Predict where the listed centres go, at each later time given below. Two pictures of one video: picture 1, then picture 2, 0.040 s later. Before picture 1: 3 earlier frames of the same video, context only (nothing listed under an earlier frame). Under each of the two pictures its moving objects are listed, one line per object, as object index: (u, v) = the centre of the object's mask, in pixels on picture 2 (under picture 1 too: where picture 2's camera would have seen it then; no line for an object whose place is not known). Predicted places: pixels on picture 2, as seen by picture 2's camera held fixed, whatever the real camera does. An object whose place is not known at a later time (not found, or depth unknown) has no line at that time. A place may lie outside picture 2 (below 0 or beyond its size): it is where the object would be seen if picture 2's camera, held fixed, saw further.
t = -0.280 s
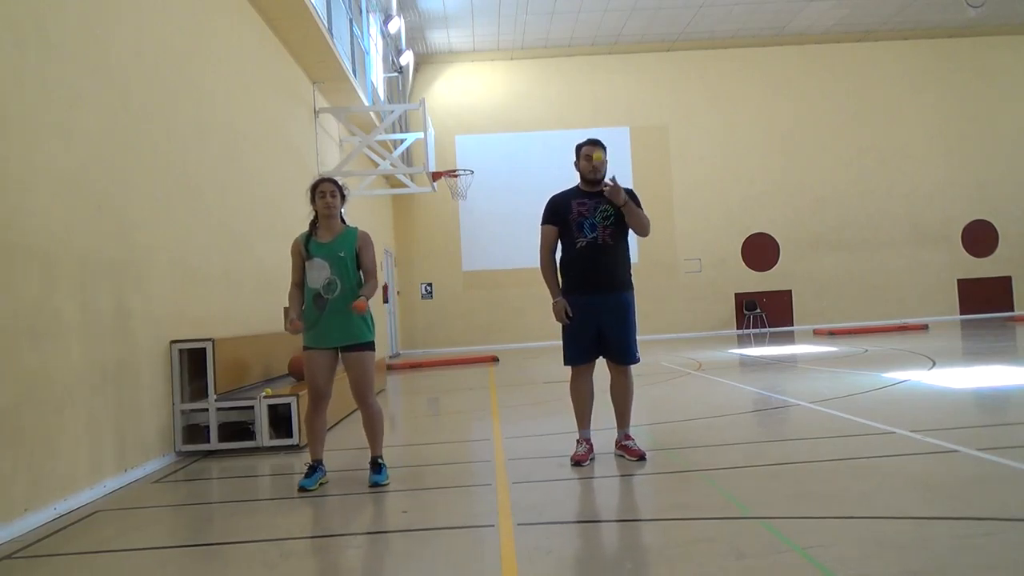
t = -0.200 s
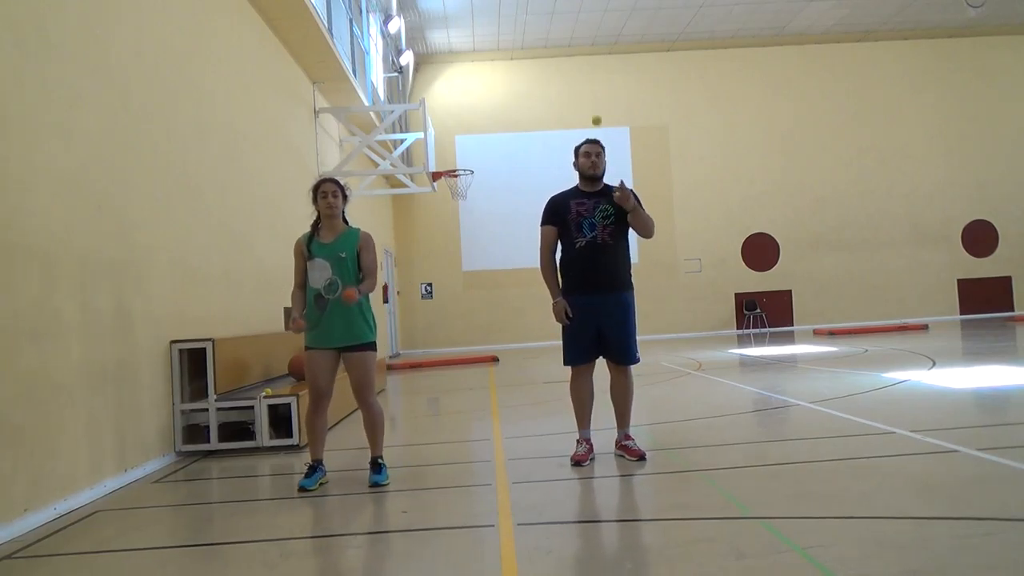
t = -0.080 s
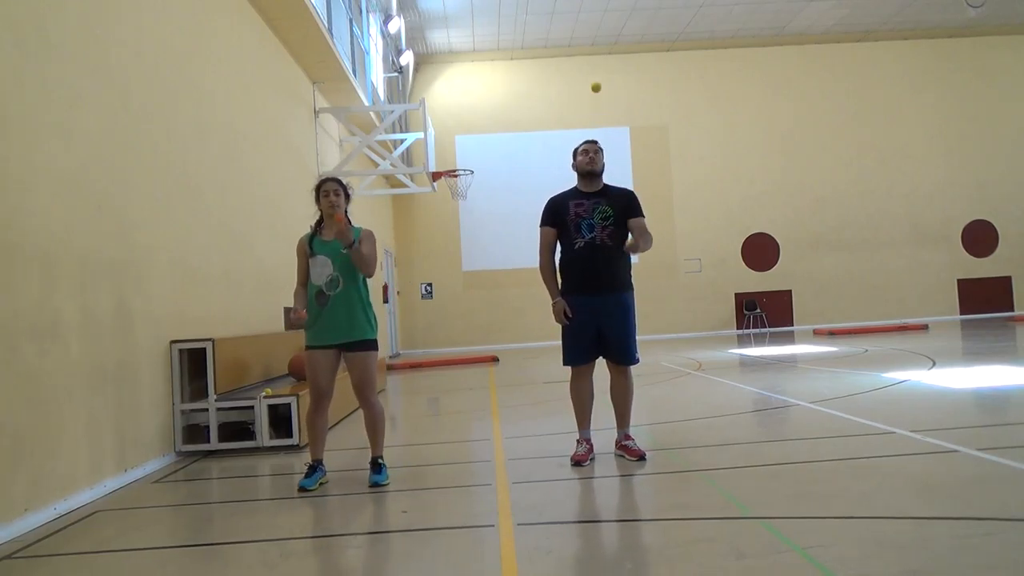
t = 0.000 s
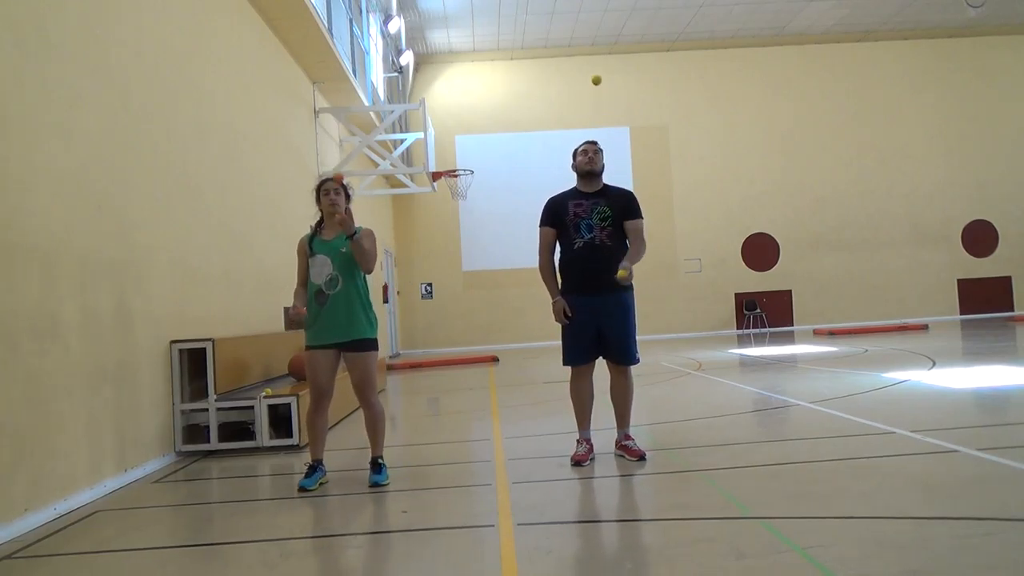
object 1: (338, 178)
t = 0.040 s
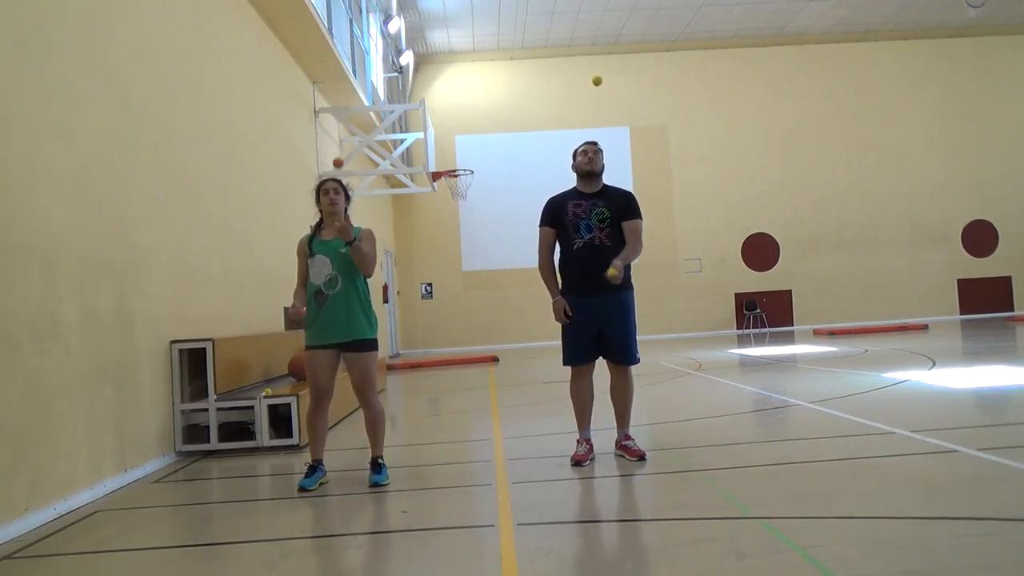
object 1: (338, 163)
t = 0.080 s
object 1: (338, 150)
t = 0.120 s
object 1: (338, 141)
